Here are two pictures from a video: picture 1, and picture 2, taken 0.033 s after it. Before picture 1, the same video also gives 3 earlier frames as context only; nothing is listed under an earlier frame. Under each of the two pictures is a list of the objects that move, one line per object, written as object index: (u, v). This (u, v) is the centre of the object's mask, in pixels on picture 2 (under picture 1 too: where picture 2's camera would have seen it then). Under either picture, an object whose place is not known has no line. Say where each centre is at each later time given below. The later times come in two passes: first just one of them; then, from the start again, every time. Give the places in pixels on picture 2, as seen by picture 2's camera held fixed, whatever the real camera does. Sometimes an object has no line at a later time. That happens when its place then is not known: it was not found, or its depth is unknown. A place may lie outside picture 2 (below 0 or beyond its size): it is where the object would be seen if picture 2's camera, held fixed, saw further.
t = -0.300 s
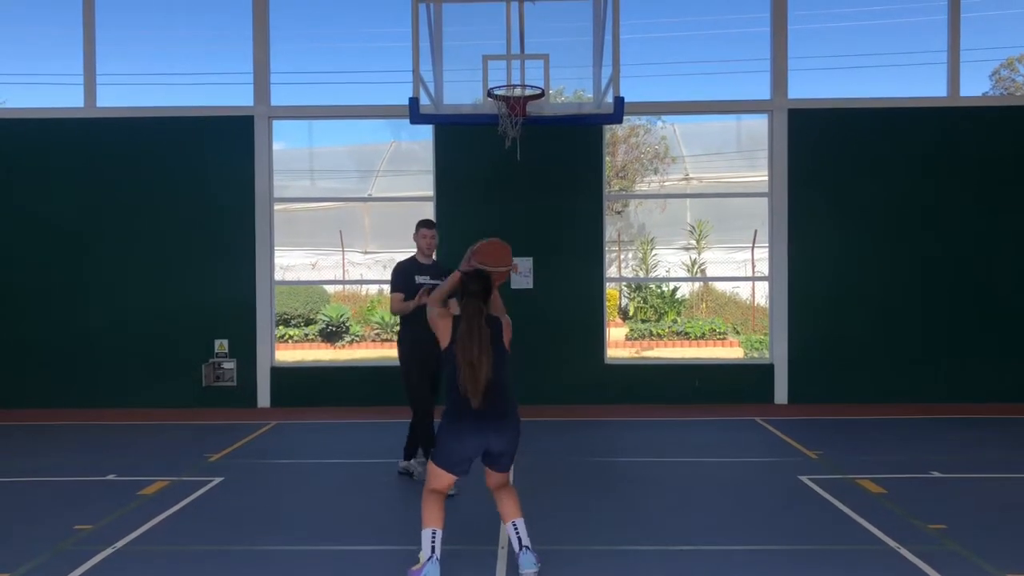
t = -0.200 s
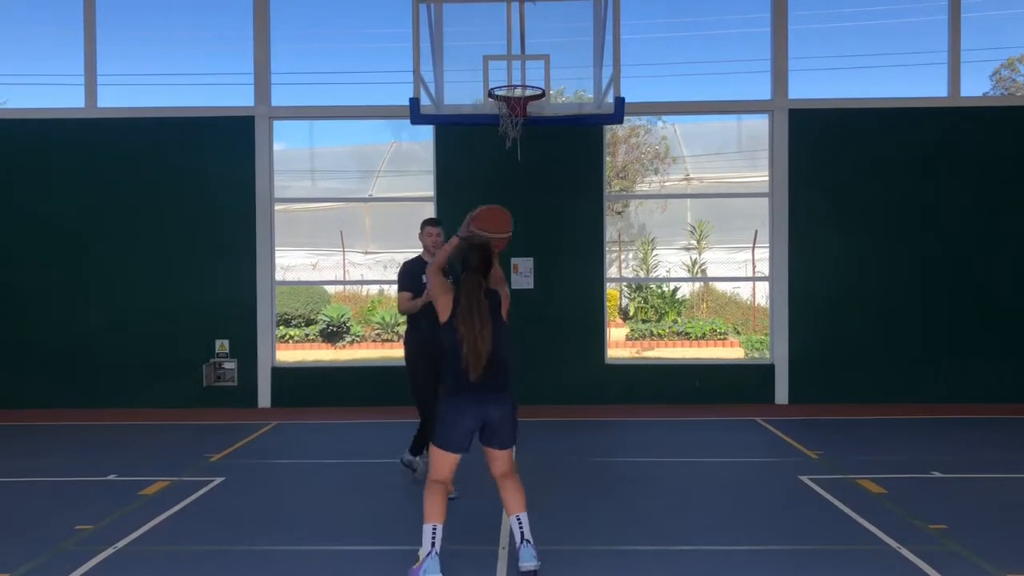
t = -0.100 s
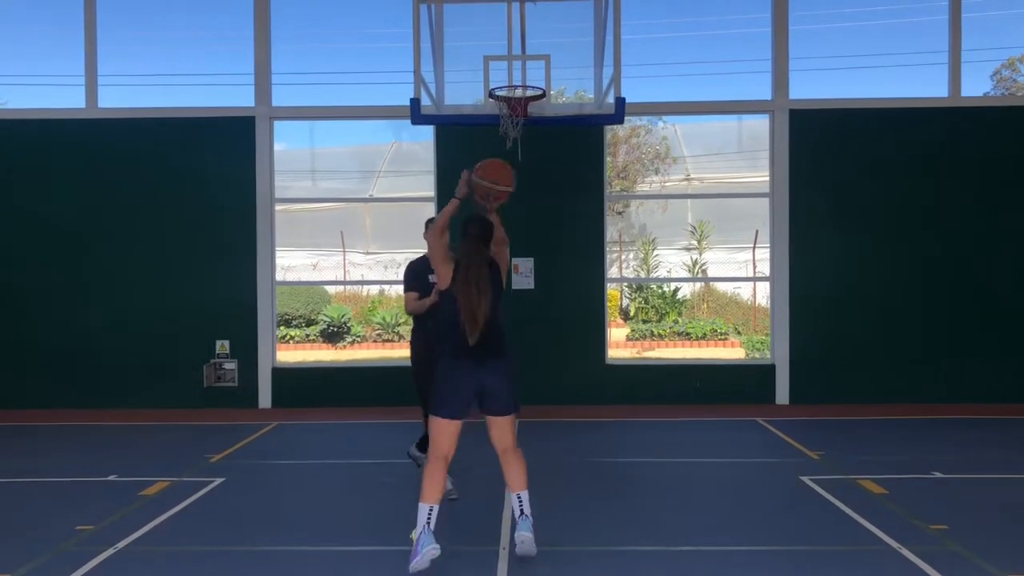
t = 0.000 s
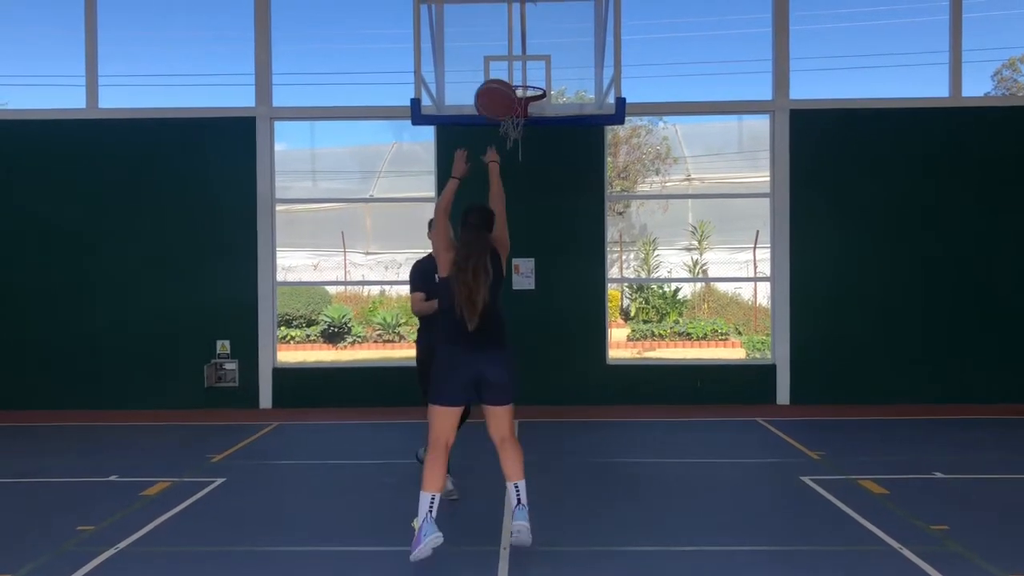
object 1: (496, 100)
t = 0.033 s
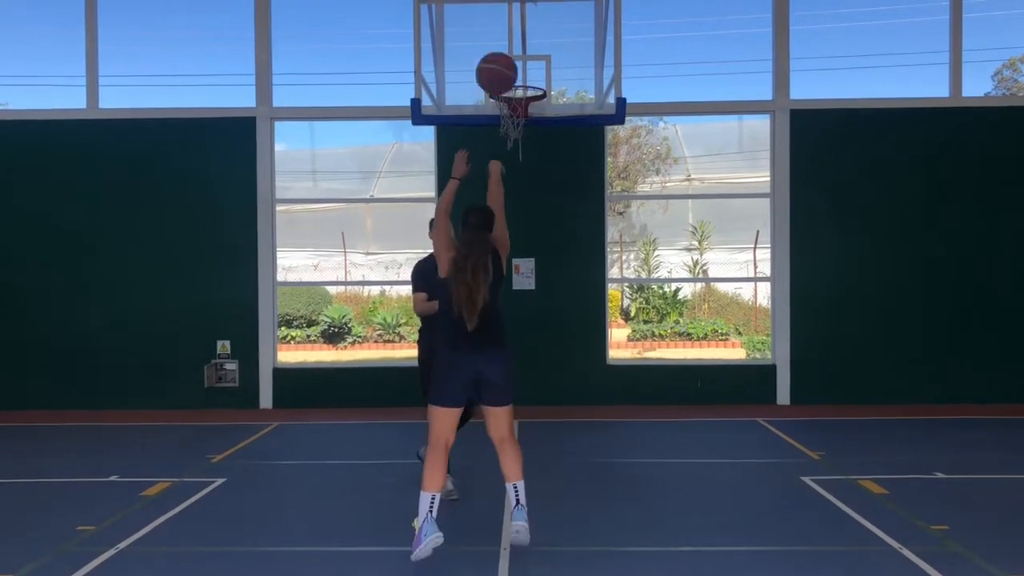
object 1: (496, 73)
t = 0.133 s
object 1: (499, 14)
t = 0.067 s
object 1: (497, 50)
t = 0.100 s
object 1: (498, 29)
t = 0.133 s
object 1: (499, 14)
